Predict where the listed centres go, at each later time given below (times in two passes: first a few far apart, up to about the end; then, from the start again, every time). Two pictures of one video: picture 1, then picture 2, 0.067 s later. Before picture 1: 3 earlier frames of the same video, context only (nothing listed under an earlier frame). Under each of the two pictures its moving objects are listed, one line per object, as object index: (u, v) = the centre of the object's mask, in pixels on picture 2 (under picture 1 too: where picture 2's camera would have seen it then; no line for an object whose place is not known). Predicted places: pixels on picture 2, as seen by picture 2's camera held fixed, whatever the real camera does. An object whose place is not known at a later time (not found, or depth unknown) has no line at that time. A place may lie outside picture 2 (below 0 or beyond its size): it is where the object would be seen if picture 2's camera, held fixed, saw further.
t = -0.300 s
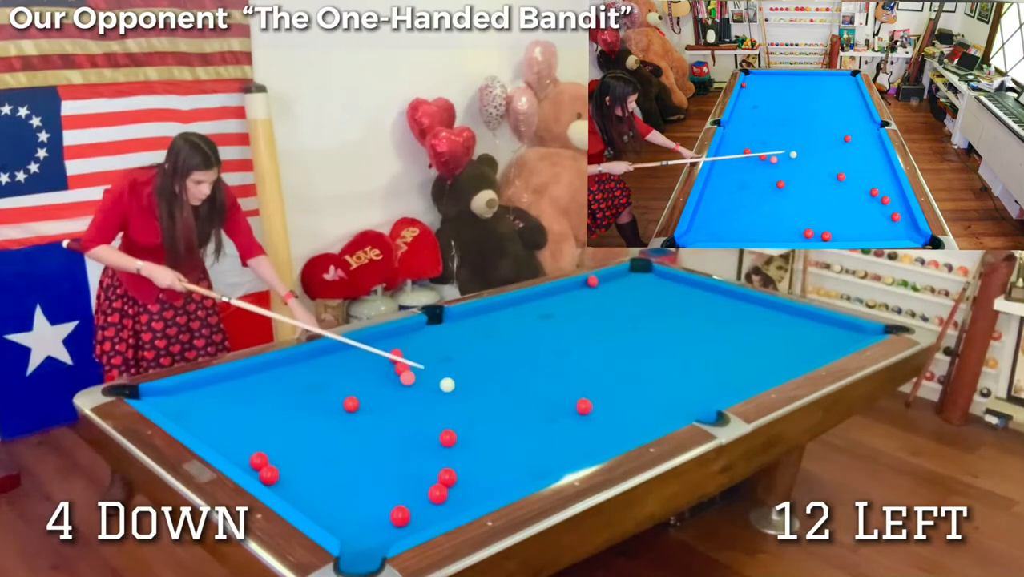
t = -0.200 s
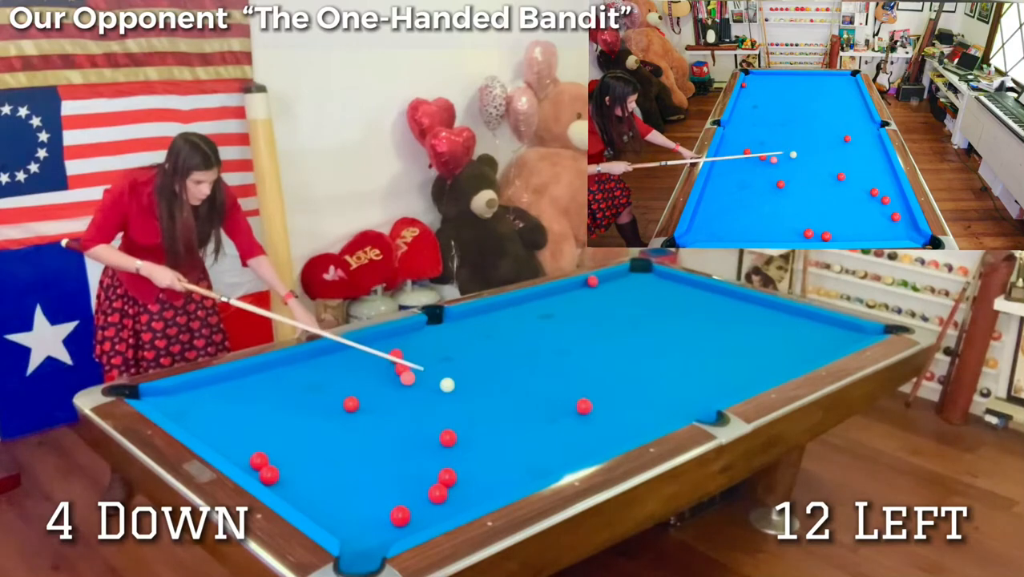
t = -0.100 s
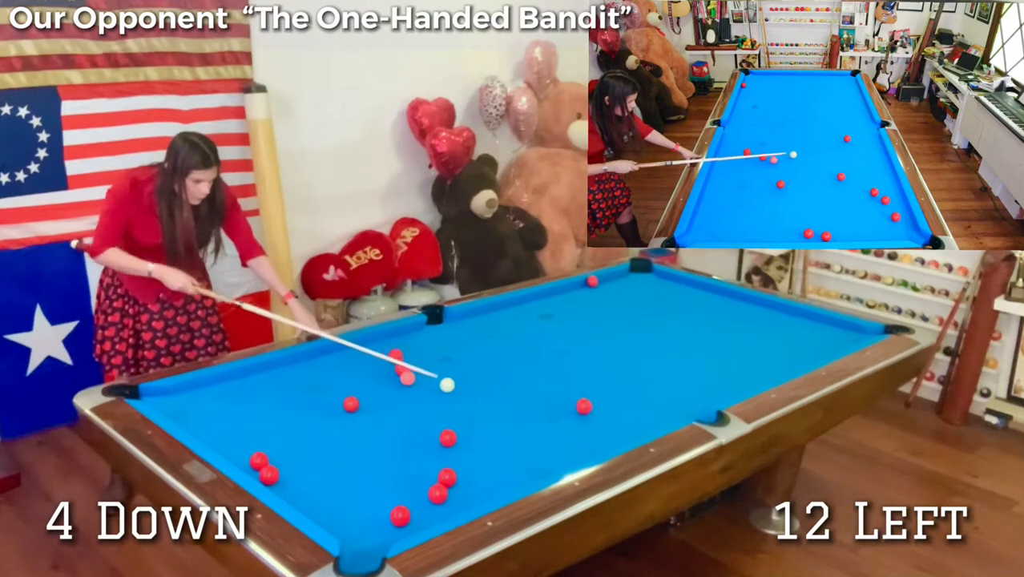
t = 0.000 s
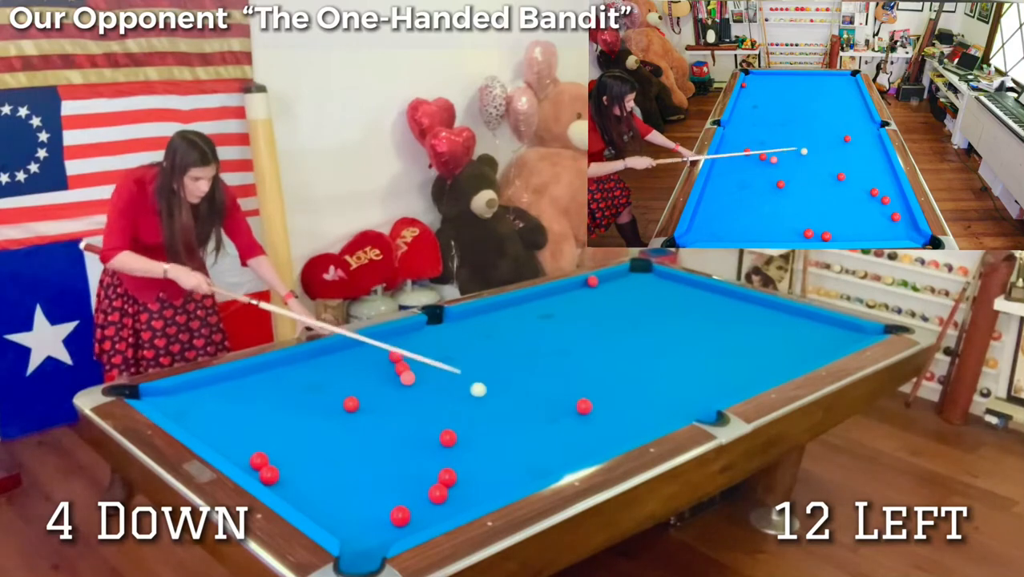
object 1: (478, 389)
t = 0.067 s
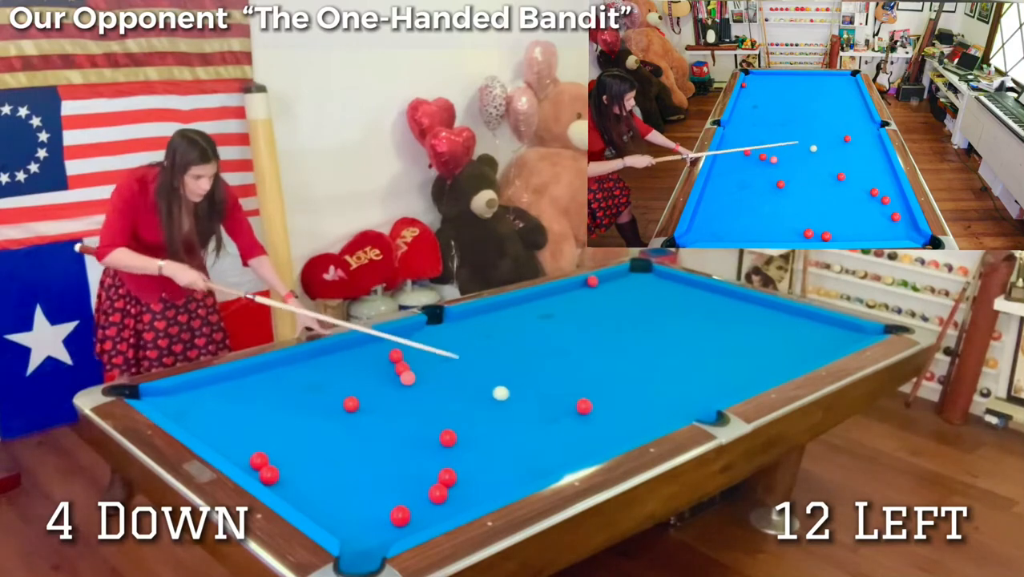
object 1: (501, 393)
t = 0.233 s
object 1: (558, 402)
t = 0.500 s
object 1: (583, 408)
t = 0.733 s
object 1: (601, 412)
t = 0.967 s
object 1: (618, 416)
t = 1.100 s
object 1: (627, 418)
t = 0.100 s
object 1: (512, 395)
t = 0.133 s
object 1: (523, 397)
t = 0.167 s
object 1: (535, 398)
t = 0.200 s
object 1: (546, 400)
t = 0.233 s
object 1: (558, 402)
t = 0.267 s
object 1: (568, 404)
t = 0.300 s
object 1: (568, 404)
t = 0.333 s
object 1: (570, 405)
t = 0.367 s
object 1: (572, 405)
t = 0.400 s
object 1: (575, 406)
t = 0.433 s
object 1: (578, 407)
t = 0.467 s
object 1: (580, 407)
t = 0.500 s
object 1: (583, 408)
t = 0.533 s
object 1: (586, 408)
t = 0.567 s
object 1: (588, 409)
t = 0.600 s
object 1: (591, 410)
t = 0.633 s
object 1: (593, 410)
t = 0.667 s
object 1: (596, 411)
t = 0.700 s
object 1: (599, 411)
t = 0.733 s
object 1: (601, 412)
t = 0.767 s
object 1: (603, 413)
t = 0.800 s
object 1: (606, 413)
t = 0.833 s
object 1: (608, 414)
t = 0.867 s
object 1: (611, 414)
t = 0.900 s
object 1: (613, 415)
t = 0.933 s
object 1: (615, 416)
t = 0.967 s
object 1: (618, 416)
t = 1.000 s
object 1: (620, 417)
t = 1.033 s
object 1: (622, 417)
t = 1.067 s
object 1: (624, 418)
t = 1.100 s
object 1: (627, 418)
